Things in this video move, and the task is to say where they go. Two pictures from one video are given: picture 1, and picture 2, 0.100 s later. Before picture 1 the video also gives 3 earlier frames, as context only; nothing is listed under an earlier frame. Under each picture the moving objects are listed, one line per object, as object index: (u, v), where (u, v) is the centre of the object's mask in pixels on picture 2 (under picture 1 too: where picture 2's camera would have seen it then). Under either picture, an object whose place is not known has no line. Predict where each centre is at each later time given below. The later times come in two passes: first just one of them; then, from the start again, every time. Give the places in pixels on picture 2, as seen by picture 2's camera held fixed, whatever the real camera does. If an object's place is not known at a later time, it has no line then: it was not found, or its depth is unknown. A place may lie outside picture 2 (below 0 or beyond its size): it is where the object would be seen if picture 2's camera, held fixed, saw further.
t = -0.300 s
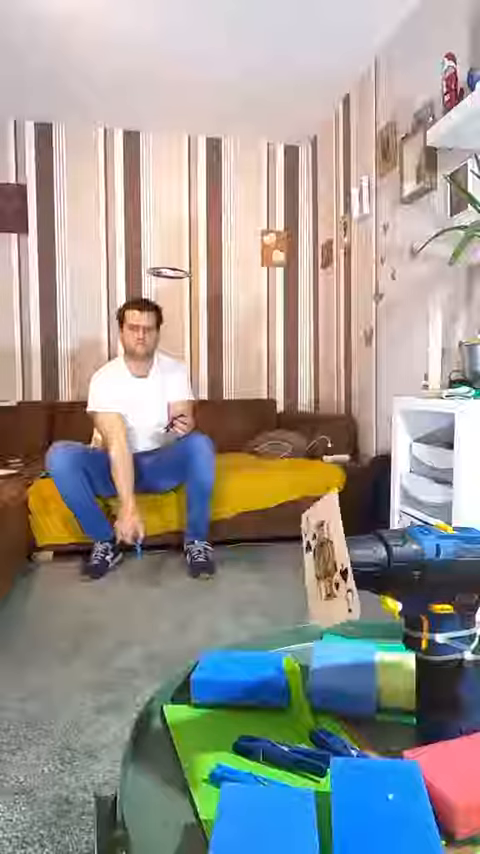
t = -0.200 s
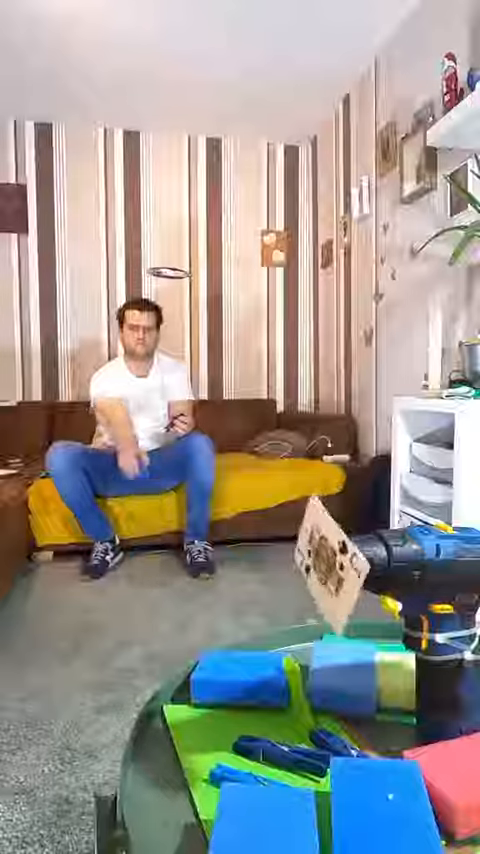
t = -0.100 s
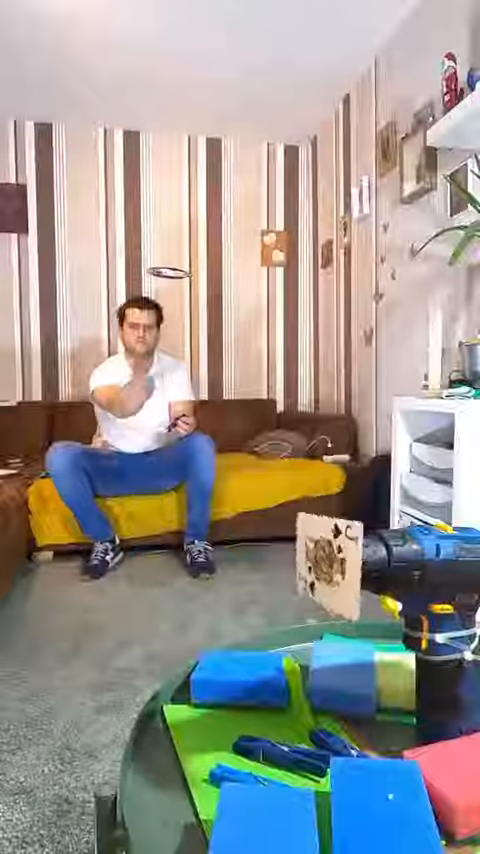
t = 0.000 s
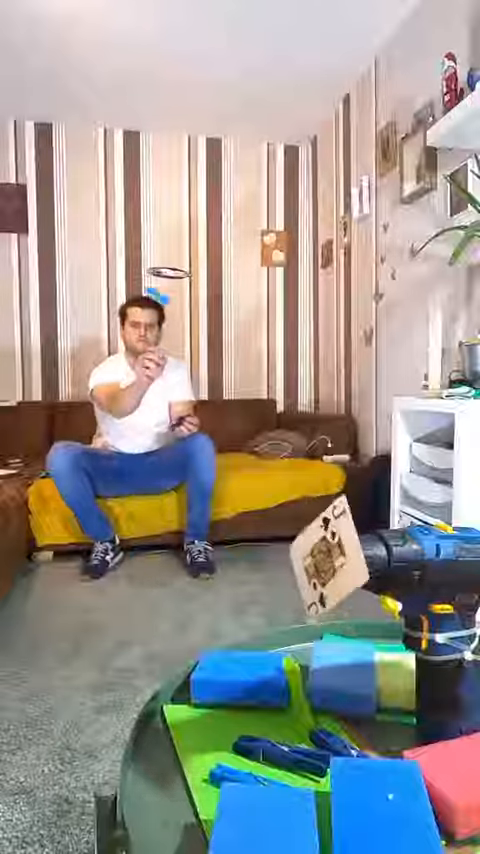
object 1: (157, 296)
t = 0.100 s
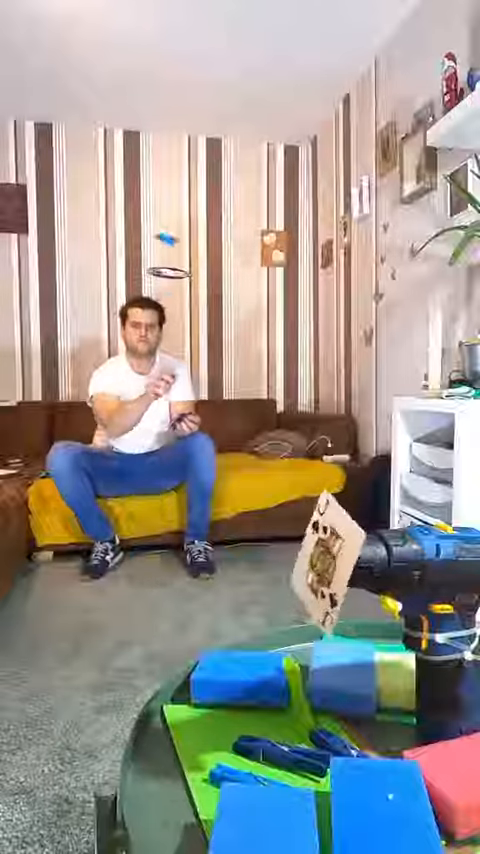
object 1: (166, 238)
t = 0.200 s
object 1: (183, 220)
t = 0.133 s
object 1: (170, 232)
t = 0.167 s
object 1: (176, 221)
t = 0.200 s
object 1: (183, 220)
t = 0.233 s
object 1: (188, 223)
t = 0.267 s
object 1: (202, 242)
